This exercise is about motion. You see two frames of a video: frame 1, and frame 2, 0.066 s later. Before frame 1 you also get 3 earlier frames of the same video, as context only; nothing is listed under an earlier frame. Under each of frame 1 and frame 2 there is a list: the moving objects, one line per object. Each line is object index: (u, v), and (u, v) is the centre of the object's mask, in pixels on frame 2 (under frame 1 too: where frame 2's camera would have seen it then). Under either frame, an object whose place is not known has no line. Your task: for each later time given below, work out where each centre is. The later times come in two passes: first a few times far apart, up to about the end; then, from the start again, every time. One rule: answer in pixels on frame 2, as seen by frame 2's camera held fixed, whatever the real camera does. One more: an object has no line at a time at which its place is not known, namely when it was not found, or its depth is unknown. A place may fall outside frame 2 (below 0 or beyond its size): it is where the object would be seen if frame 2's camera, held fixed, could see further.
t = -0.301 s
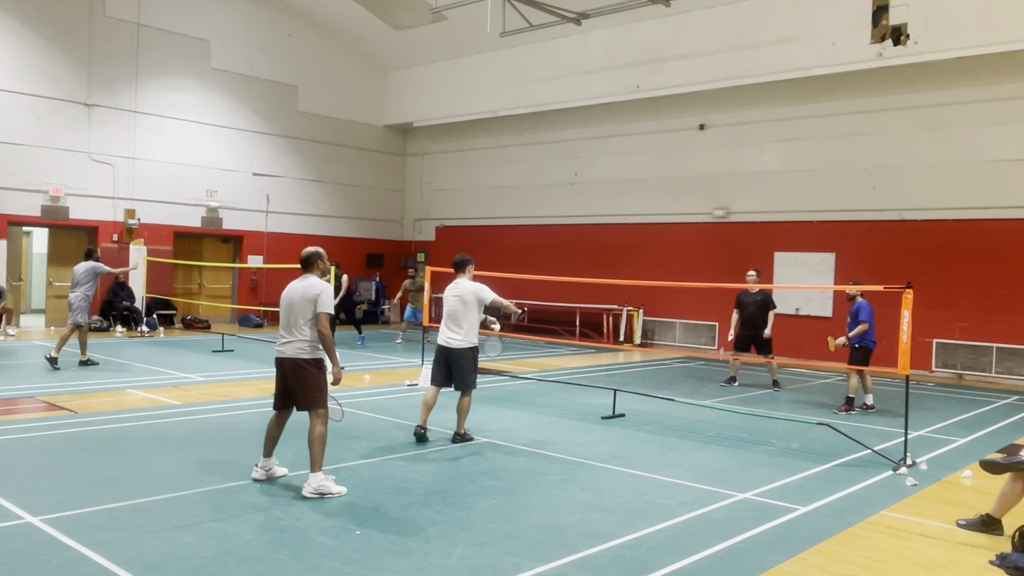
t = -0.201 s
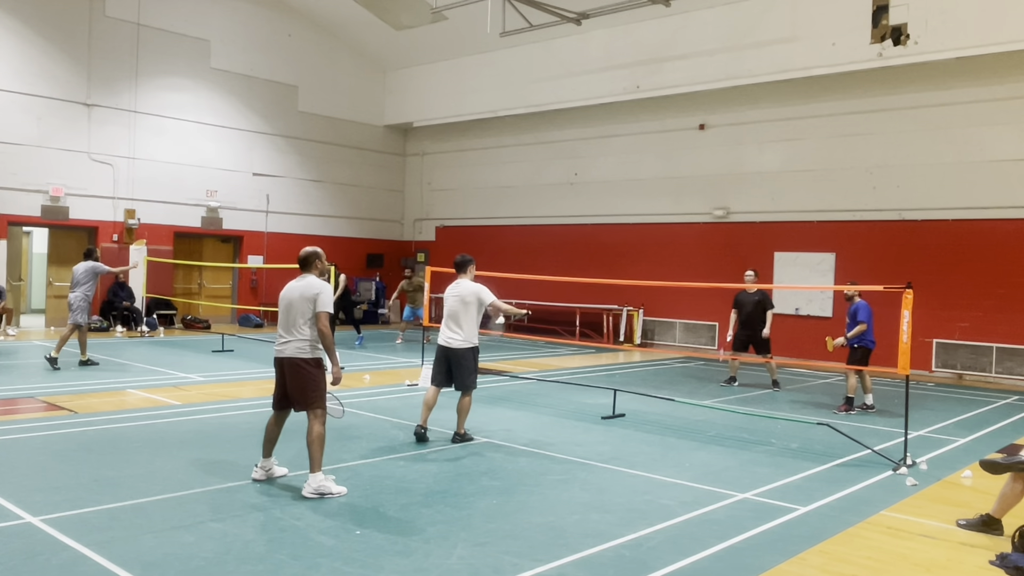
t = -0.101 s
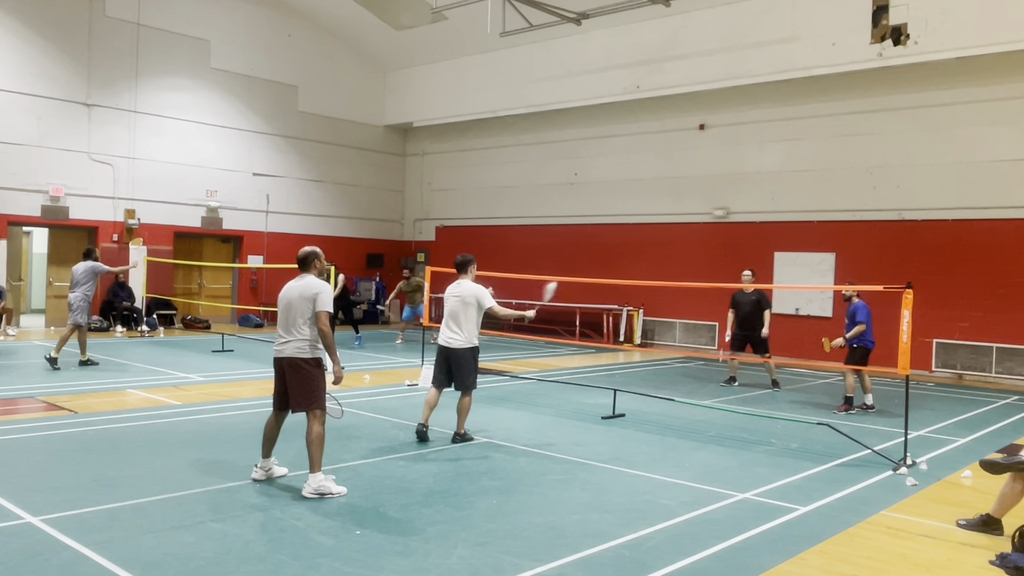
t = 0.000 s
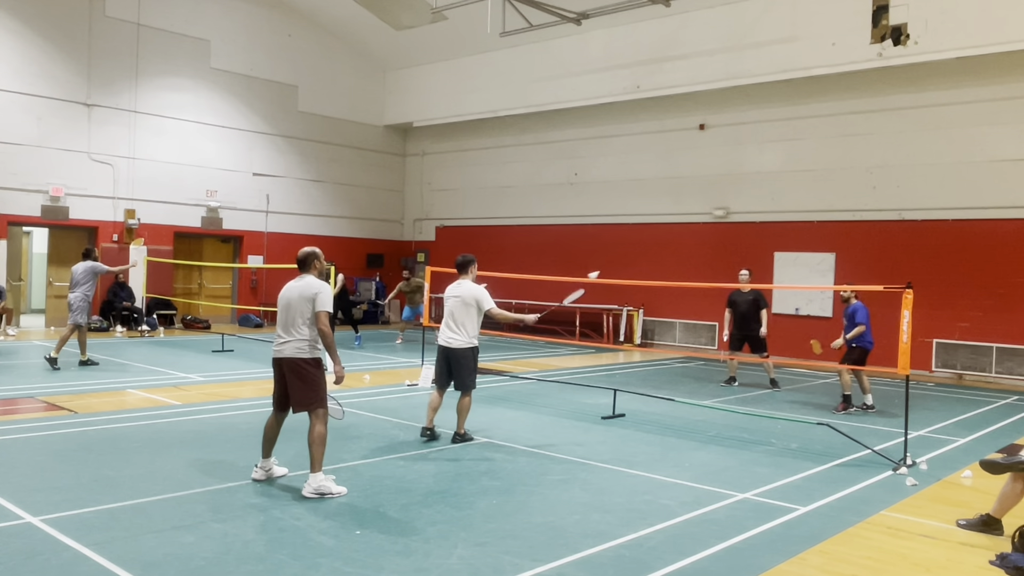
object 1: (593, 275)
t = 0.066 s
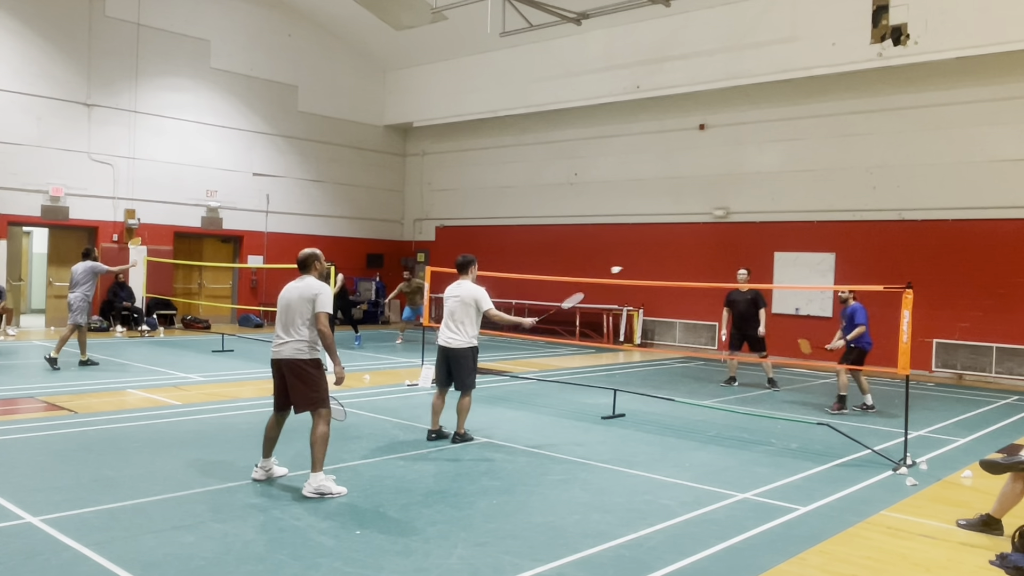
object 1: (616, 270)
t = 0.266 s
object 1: (670, 277)
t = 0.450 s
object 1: (705, 308)
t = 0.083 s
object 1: (621, 269)
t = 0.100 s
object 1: (626, 268)
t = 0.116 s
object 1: (631, 268)
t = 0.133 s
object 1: (636, 268)
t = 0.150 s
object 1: (641, 268)
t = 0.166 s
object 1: (645, 269)
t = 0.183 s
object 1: (649, 270)
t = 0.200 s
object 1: (654, 271)
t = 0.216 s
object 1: (658, 272)
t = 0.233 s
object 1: (662, 274)
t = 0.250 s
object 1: (666, 276)
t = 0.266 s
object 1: (670, 277)
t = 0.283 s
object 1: (673, 279)
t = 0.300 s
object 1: (676, 281)
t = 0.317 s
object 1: (679, 282)
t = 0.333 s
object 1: (684, 288)
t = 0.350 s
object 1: (688, 289)
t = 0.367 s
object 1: (690, 292)
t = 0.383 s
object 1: (694, 295)
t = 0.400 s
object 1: (697, 298)
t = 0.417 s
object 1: (699, 301)
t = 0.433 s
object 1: (702, 305)
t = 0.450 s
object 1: (705, 308)
